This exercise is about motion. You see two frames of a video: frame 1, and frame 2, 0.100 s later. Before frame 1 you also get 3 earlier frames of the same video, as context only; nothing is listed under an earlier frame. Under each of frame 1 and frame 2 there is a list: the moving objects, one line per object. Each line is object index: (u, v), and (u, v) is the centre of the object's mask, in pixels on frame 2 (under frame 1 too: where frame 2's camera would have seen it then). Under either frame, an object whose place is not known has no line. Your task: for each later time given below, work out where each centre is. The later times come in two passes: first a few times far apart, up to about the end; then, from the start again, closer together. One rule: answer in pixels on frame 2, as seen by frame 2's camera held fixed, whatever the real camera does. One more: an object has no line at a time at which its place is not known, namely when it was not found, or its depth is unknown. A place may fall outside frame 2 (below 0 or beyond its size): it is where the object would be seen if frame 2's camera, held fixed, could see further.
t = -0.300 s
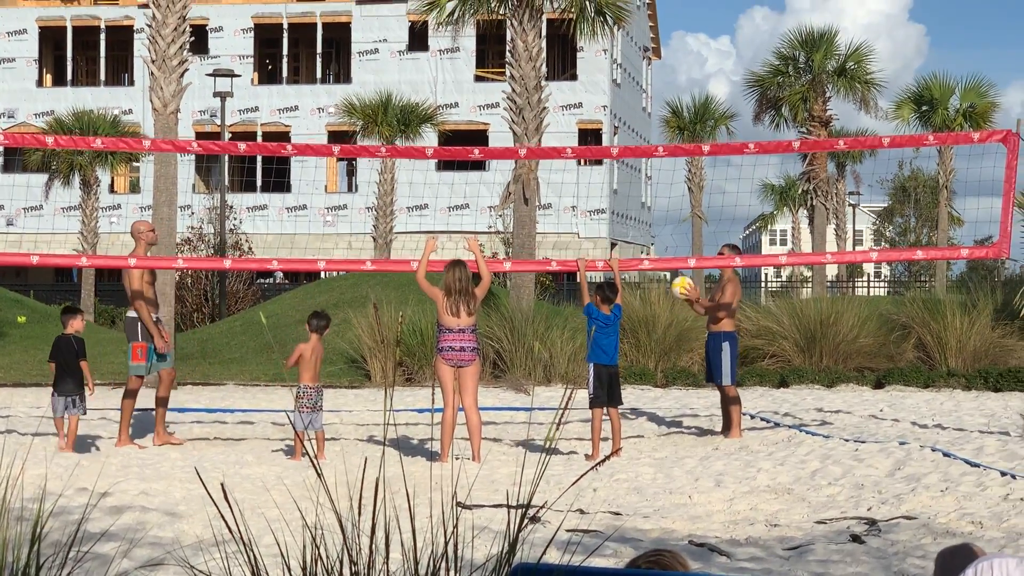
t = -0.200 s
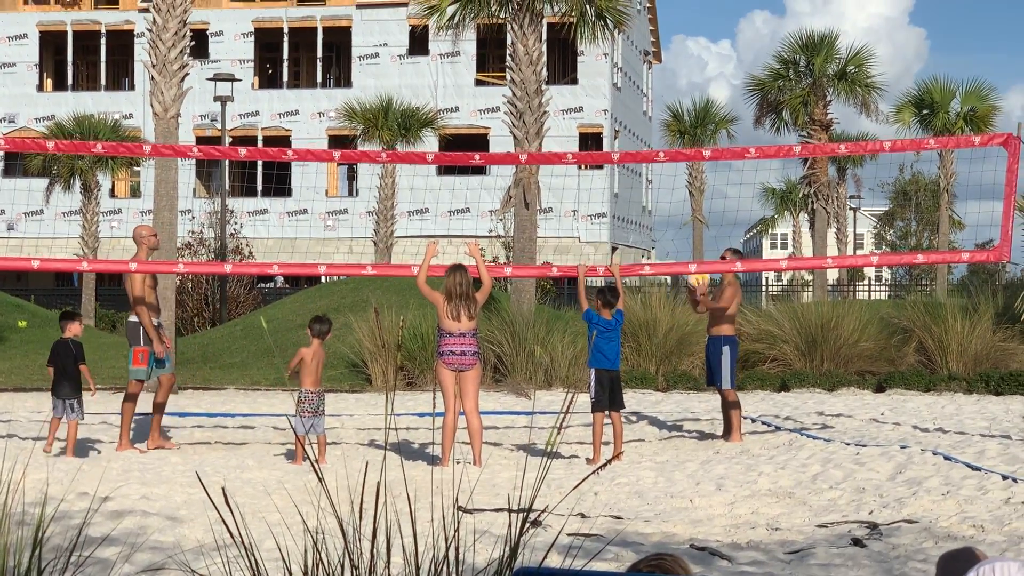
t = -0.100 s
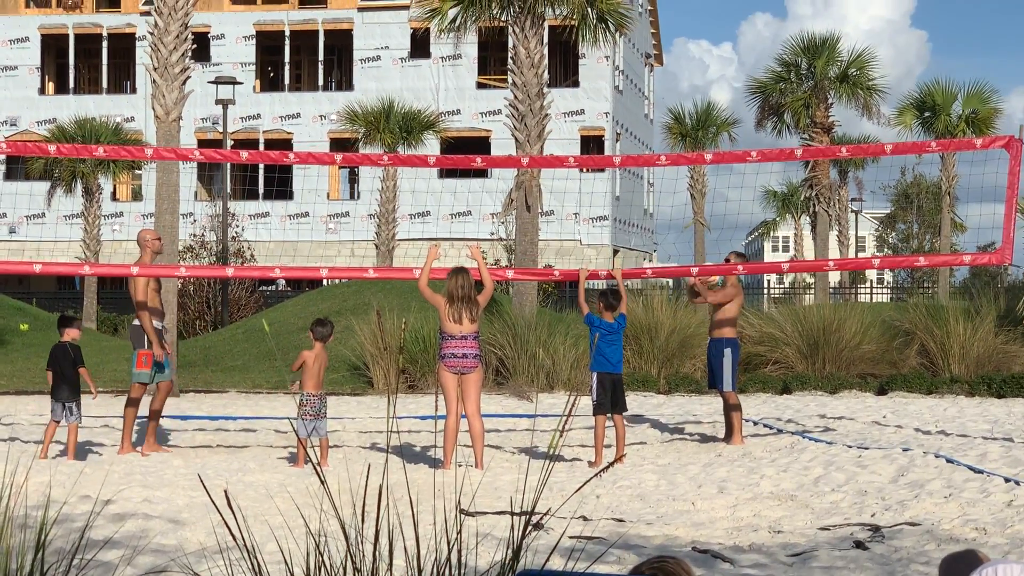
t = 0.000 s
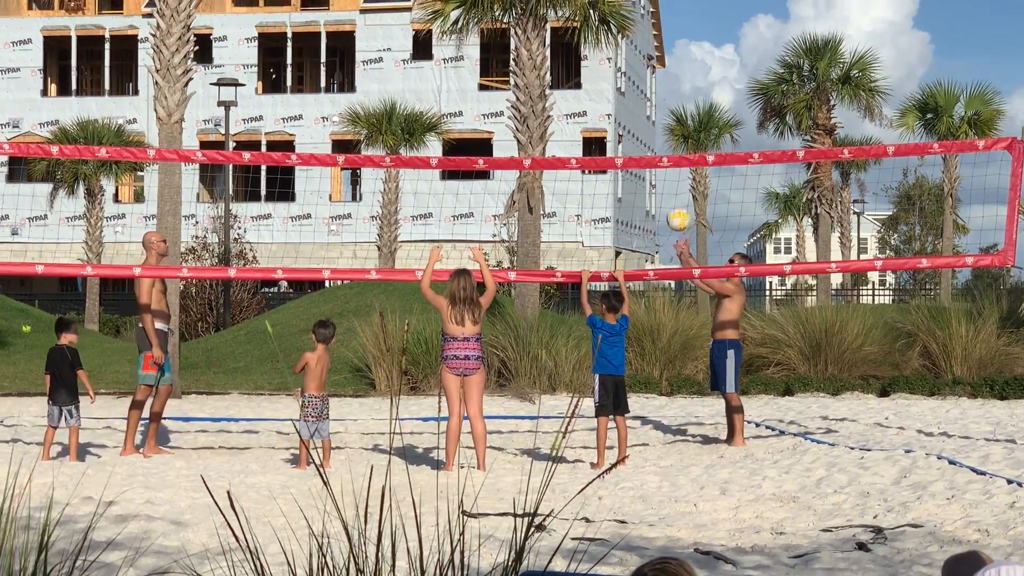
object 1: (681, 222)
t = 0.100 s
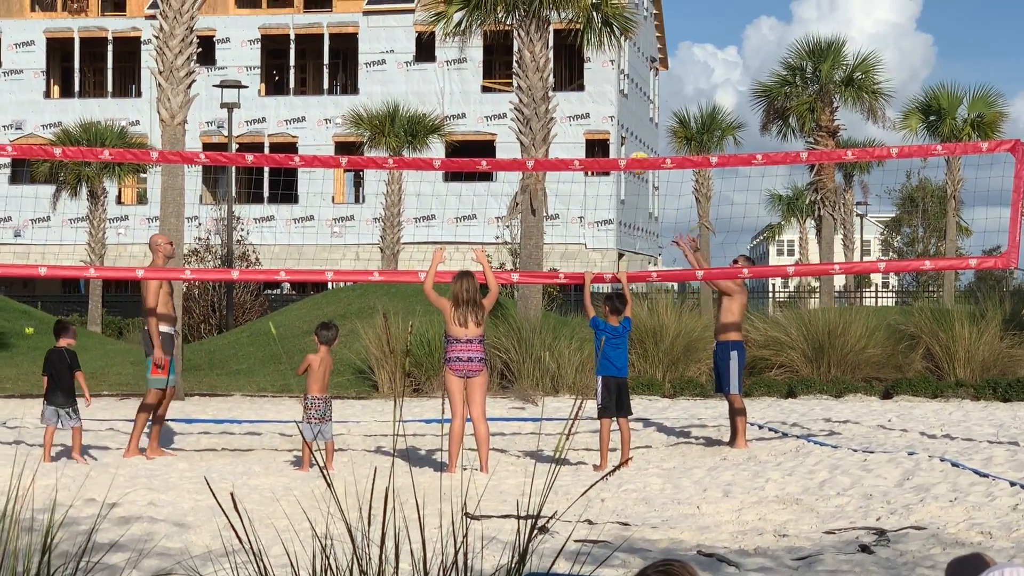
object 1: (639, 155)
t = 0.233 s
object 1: (582, 102)
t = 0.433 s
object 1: (499, 45)
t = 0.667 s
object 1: (403, 35)
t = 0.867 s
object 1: (320, 71)
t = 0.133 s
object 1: (624, 146)
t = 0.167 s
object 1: (609, 130)
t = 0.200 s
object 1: (596, 116)
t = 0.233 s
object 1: (582, 102)
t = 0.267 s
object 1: (568, 89)
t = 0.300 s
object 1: (554, 78)
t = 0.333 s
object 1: (541, 68)
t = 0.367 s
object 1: (526, 59)
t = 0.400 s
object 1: (512, 52)
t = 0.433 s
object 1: (499, 45)
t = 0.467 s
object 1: (485, 40)
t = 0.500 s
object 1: (471, 36)
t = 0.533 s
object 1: (457, 34)
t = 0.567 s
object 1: (443, 32)
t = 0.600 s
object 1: (430, 32)
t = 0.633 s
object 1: (416, 33)
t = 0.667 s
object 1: (403, 35)
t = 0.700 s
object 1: (388, 38)
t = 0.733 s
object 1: (375, 43)
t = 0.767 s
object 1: (361, 48)
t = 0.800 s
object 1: (347, 54)
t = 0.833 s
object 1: (333, 62)
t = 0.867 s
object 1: (320, 71)
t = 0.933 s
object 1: (292, 93)
